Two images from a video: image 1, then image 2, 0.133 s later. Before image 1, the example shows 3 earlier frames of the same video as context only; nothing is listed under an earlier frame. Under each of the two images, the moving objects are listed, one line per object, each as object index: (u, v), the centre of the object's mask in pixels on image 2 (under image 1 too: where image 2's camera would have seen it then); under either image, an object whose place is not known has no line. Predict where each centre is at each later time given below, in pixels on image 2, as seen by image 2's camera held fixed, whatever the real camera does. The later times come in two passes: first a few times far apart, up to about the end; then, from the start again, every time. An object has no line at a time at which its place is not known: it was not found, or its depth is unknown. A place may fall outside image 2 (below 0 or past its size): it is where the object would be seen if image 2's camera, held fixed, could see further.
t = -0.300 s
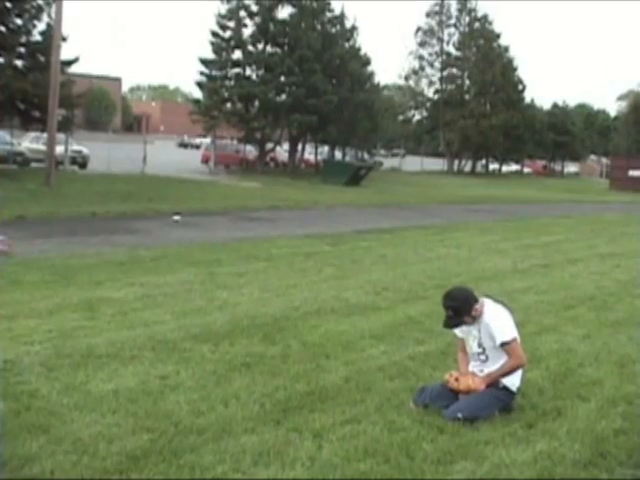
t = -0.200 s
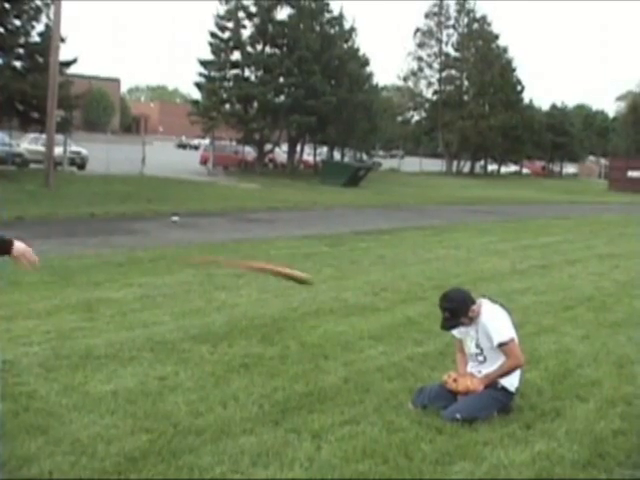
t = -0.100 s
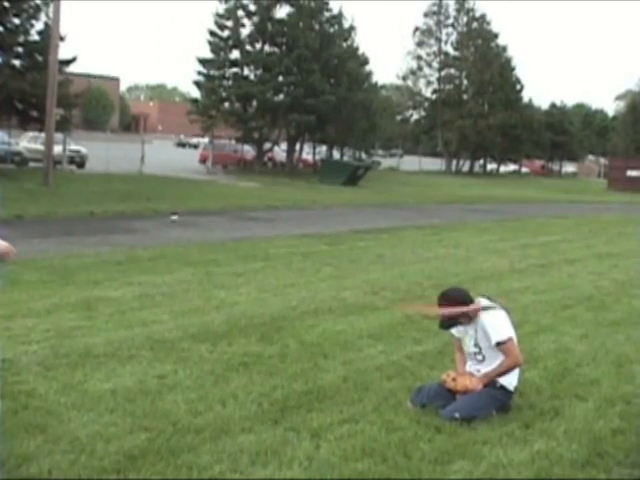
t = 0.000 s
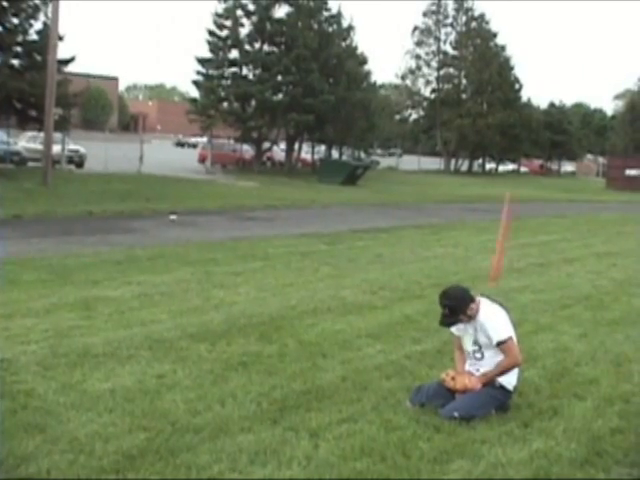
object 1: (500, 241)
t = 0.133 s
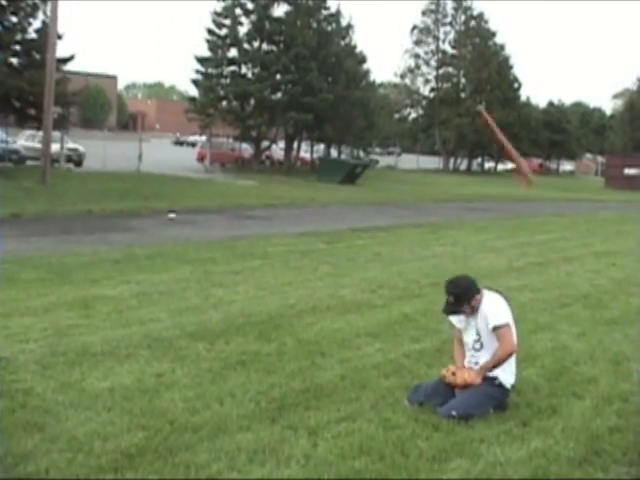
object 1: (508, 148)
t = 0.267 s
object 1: (500, 97)
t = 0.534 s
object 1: (520, 90)
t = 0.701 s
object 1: (523, 126)
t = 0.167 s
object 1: (509, 131)
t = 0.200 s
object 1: (511, 120)
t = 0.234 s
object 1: (512, 108)
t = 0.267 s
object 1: (500, 97)
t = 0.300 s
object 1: (510, 93)
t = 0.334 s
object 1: (512, 88)
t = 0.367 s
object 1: (513, 85)
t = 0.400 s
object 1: (515, 83)
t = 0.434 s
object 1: (517, 82)
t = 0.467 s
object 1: (517, 83)
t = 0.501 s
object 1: (519, 86)
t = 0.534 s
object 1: (520, 90)
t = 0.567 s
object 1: (521, 95)
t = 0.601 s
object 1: (522, 102)
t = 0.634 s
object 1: (522, 105)
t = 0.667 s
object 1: (522, 109)
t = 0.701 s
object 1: (523, 126)
